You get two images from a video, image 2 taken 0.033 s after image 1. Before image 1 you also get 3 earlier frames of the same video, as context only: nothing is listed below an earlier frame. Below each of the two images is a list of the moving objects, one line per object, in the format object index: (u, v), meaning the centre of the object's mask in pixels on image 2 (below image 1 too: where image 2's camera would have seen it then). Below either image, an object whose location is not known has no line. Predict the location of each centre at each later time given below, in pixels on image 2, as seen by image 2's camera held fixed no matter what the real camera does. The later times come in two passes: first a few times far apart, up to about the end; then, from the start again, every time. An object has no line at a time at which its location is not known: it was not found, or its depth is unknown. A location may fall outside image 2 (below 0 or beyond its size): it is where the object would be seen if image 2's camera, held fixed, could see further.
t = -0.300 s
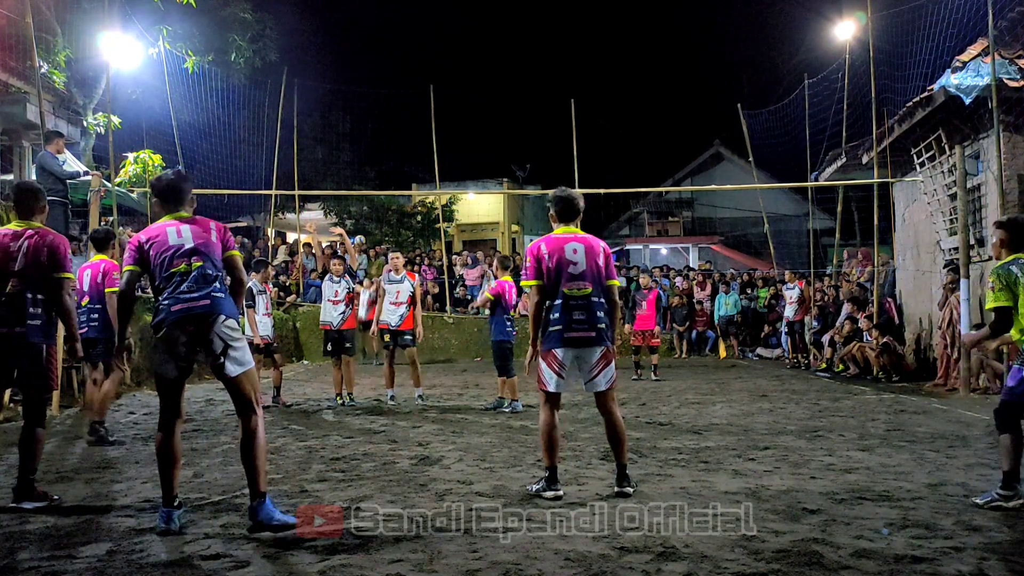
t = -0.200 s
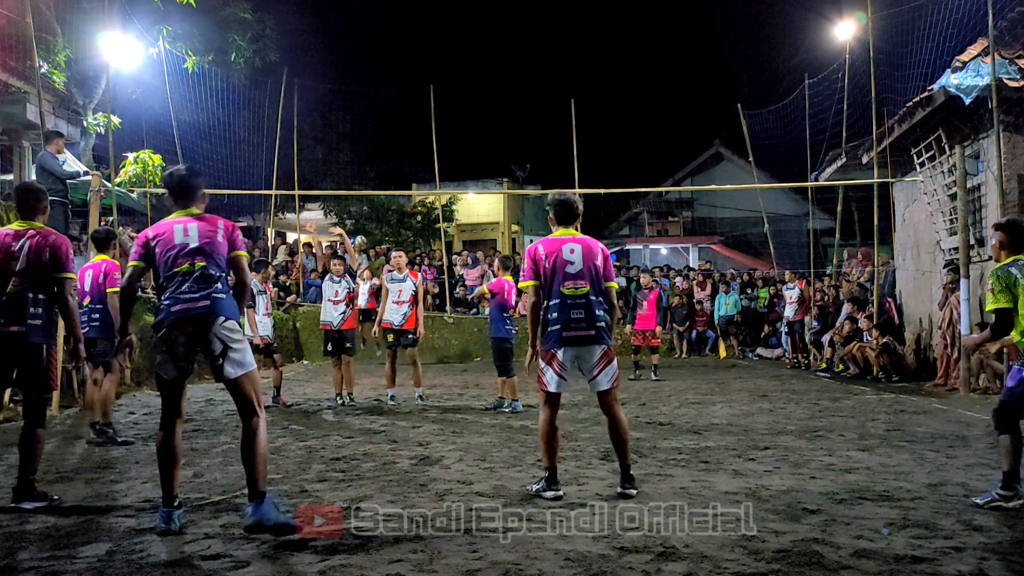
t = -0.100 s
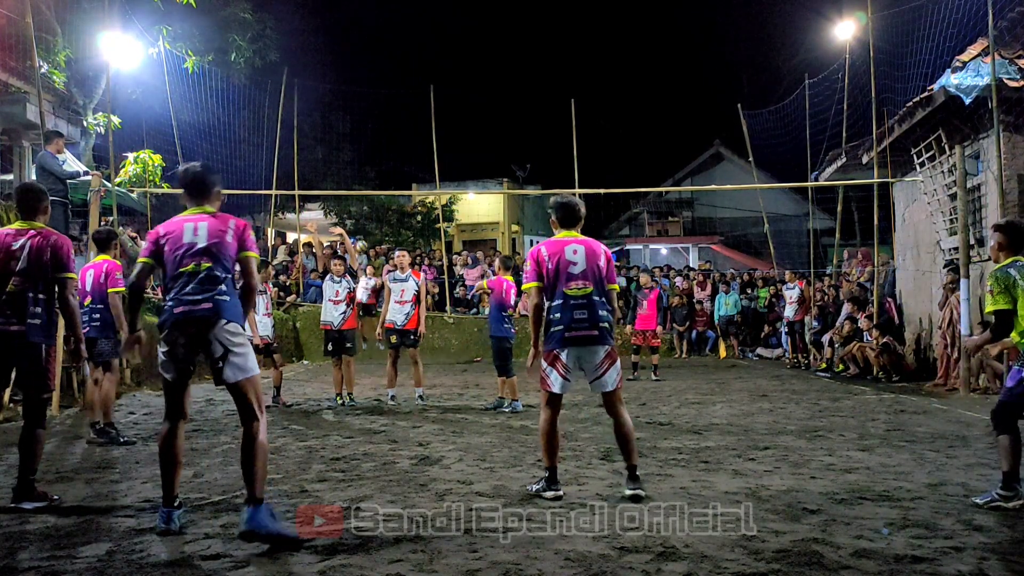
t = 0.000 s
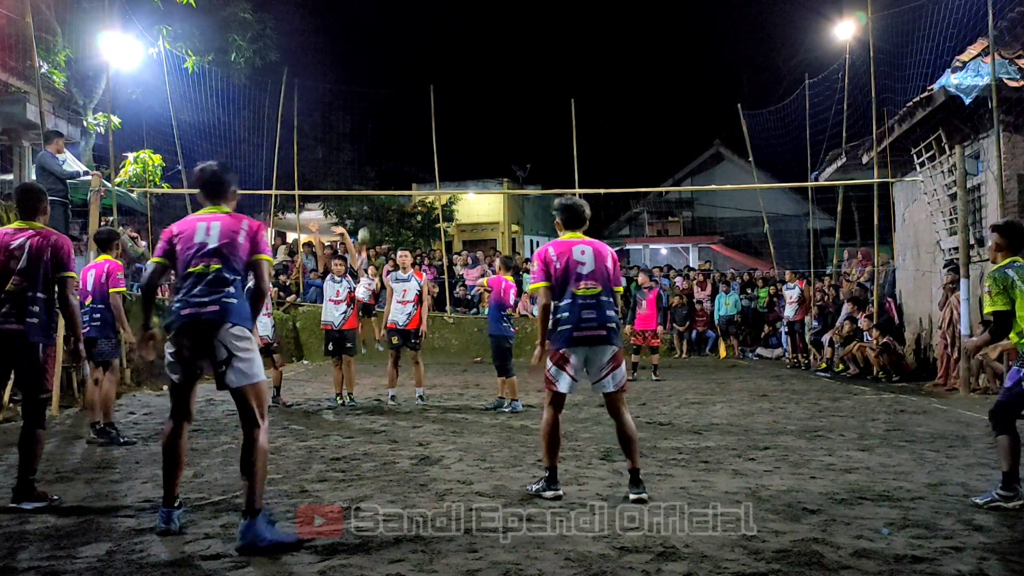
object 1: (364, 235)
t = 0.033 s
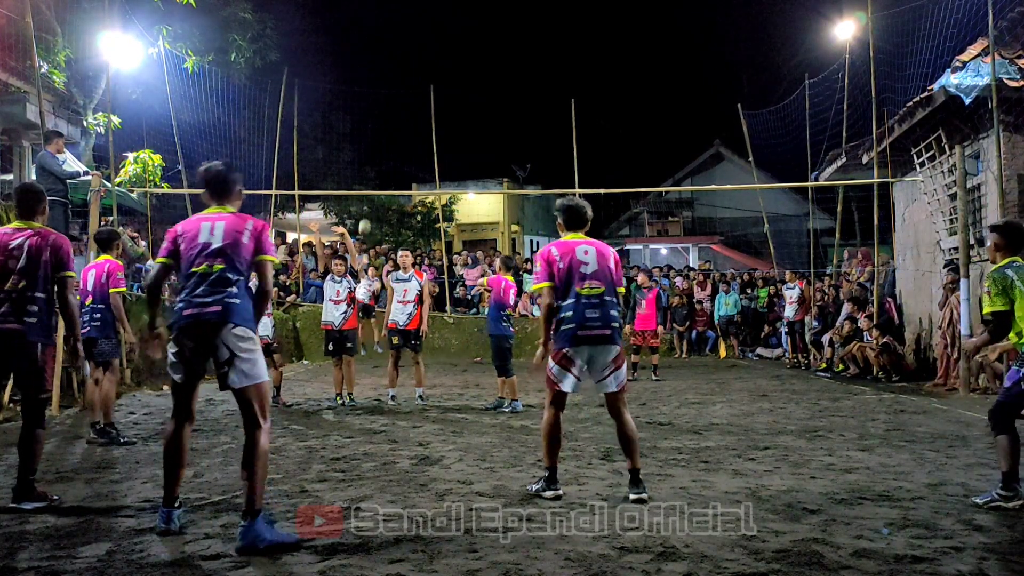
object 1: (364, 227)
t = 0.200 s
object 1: (371, 185)
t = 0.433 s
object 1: (382, 143)
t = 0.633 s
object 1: (400, 119)
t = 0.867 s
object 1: (443, 131)
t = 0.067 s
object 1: (365, 217)
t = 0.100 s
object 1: (366, 210)
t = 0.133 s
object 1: (367, 202)
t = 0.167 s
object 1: (369, 194)
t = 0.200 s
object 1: (371, 185)
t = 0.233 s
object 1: (372, 180)
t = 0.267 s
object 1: (373, 174)
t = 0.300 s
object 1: (375, 167)
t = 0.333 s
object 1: (376, 160)
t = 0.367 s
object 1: (378, 154)
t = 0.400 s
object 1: (380, 148)
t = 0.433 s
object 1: (382, 143)
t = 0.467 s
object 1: (384, 138)
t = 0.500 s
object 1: (386, 133)
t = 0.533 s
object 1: (389, 129)
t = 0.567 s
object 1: (392, 126)
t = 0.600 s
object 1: (396, 122)
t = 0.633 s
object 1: (400, 119)
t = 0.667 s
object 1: (404, 117)
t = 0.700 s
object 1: (409, 116)
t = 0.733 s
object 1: (415, 116)
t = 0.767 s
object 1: (420, 117)
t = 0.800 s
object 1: (427, 120)
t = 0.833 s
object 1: (435, 124)
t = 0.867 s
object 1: (443, 131)
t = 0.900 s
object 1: (454, 140)
